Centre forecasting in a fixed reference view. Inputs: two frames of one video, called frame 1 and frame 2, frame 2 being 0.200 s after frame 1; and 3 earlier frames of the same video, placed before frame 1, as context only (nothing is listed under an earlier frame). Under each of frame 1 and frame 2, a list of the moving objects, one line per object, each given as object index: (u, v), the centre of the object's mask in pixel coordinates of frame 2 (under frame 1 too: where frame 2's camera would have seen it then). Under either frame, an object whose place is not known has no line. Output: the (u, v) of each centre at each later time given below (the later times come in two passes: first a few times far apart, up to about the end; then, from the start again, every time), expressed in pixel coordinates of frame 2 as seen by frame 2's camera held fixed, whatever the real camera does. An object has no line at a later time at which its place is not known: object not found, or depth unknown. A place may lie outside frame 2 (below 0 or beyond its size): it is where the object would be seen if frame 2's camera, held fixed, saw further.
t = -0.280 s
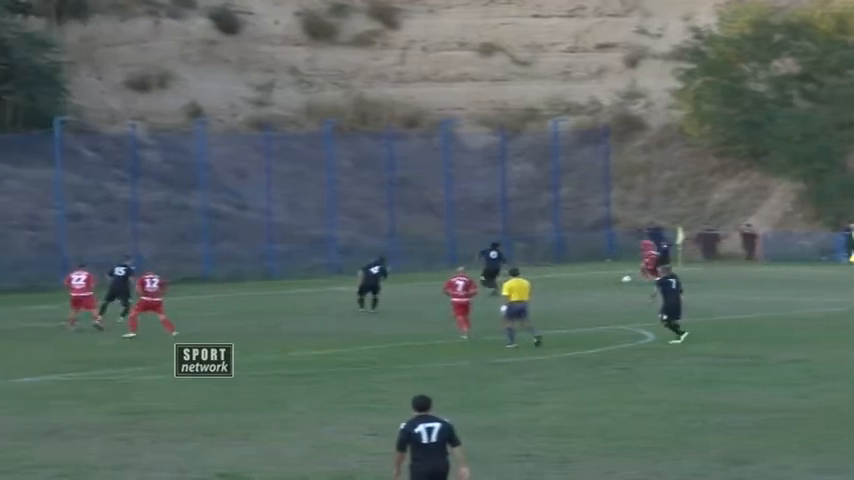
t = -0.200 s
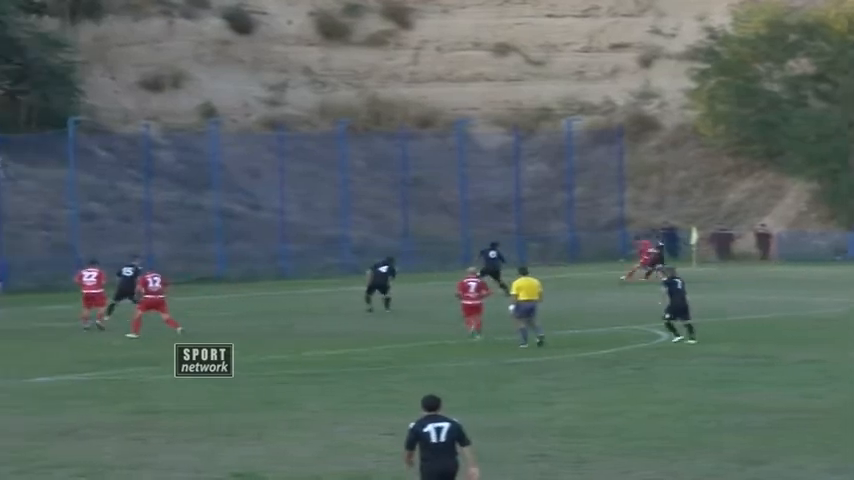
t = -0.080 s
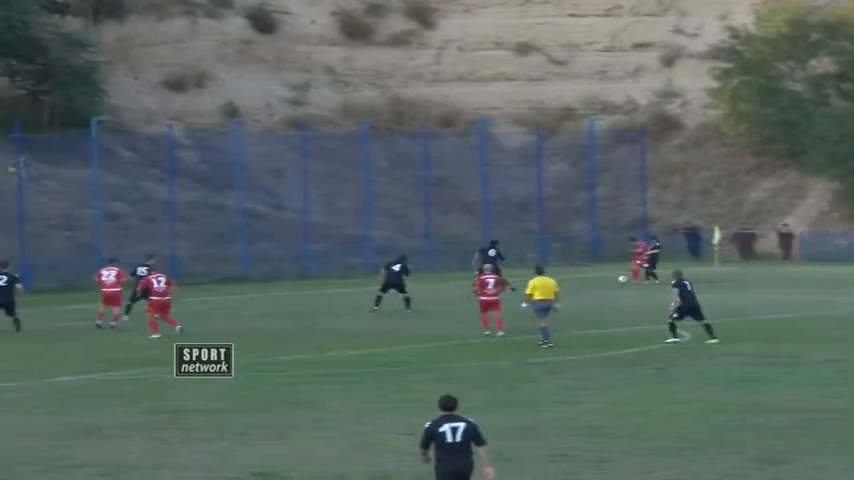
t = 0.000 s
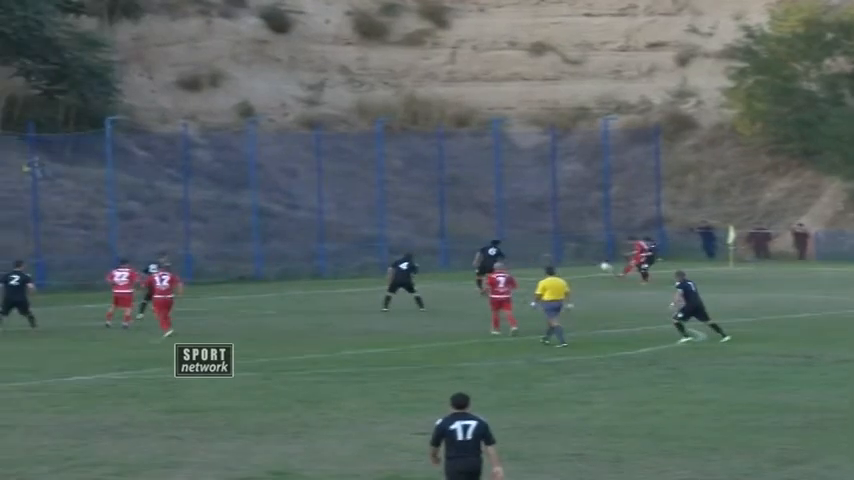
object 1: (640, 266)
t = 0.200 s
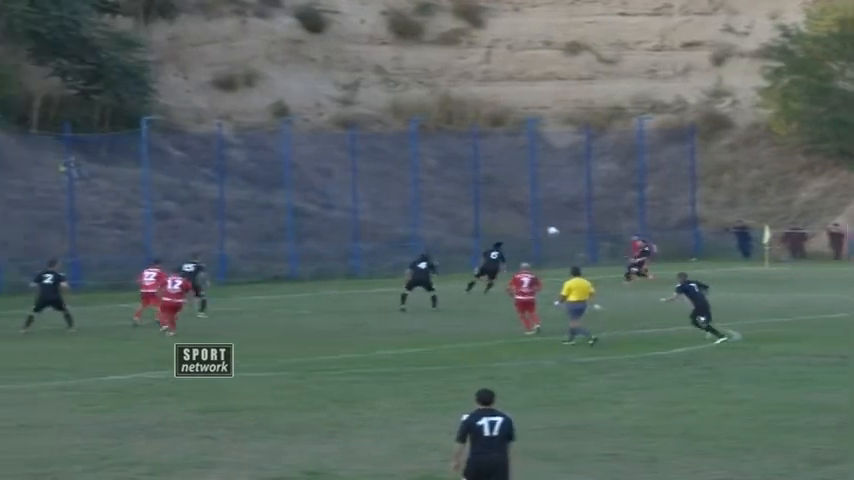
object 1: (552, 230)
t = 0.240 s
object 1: (535, 223)
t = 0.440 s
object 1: (455, 197)
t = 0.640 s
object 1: (381, 178)
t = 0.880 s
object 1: (296, 169)
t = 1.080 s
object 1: (229, 175)
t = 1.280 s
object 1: (163, 192)
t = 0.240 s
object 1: (535, 223)
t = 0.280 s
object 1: (519, 218)
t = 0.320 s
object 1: (503, 212)
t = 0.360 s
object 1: (486, 206)
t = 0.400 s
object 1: (471, 202)
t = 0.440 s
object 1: (455, 197)
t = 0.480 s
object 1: (440, 192)
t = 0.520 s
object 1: (425, 188)
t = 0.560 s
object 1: (411, 184)
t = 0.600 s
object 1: (396, 181)
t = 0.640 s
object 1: (381, 178)
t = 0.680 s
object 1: (367, 175)
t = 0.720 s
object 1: (352, 173)
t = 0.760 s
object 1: (338, 172)
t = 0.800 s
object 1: (324, 170)
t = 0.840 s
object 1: (309, 170)
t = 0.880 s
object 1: (296, 169)
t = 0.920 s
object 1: (282, 170)
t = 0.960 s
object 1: (269, 170)
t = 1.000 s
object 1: (256, 171)
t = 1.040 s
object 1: (242, 173)
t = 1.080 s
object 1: (229, 175)
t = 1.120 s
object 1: (216, 178)
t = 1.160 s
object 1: (203, 180)
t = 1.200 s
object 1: (189, 184)
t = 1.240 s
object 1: (176, 187)
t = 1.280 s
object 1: (163, 192)
